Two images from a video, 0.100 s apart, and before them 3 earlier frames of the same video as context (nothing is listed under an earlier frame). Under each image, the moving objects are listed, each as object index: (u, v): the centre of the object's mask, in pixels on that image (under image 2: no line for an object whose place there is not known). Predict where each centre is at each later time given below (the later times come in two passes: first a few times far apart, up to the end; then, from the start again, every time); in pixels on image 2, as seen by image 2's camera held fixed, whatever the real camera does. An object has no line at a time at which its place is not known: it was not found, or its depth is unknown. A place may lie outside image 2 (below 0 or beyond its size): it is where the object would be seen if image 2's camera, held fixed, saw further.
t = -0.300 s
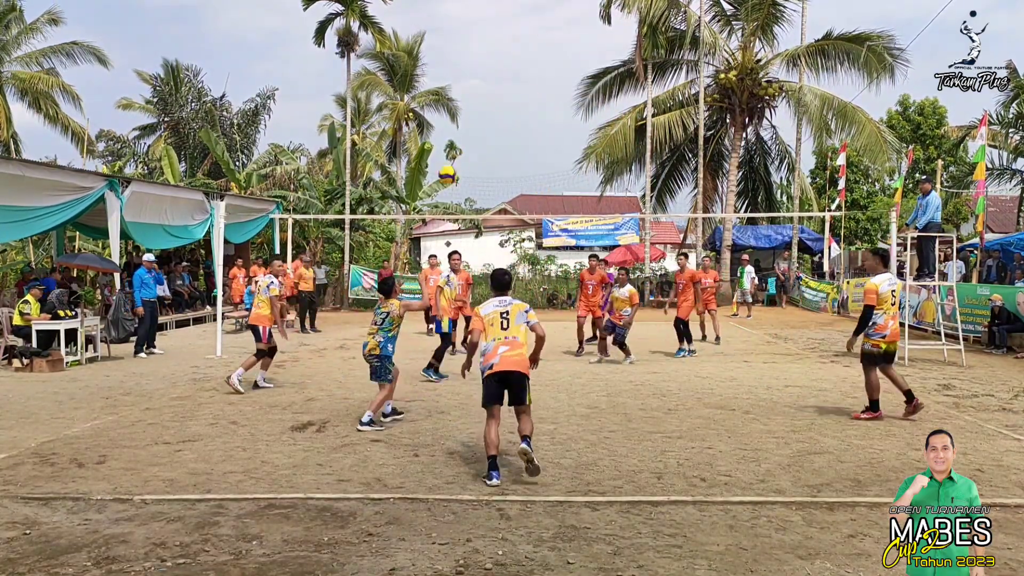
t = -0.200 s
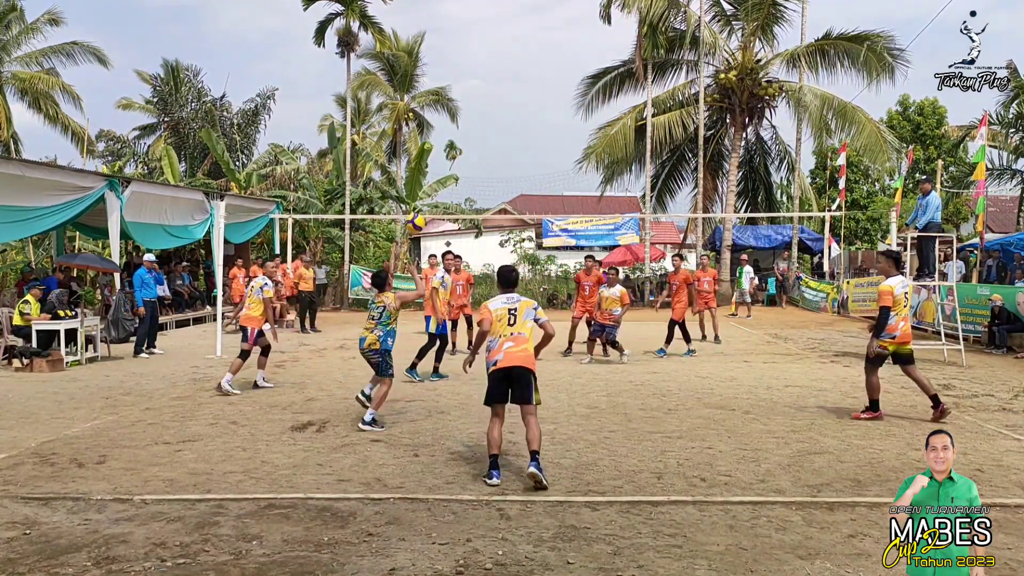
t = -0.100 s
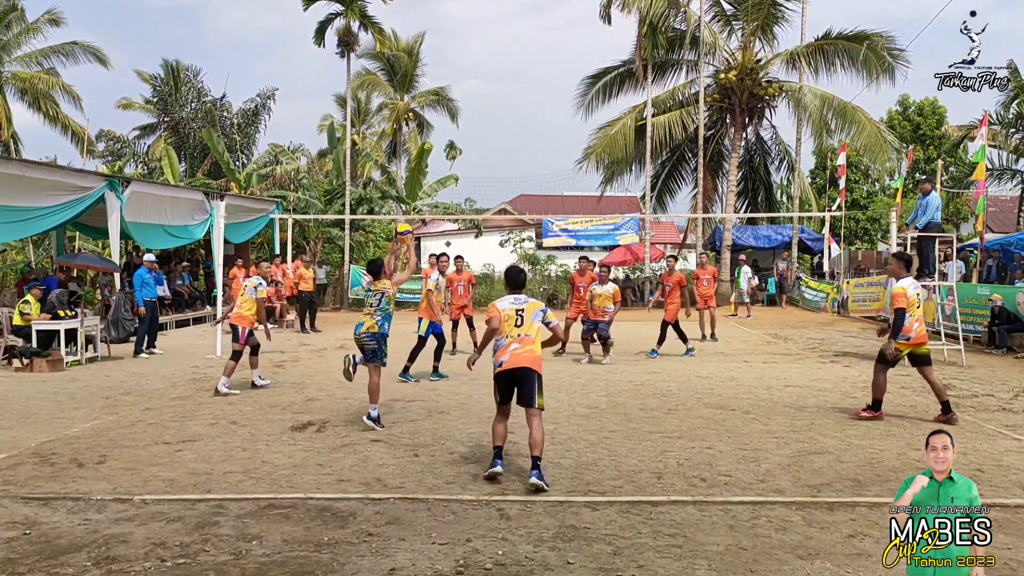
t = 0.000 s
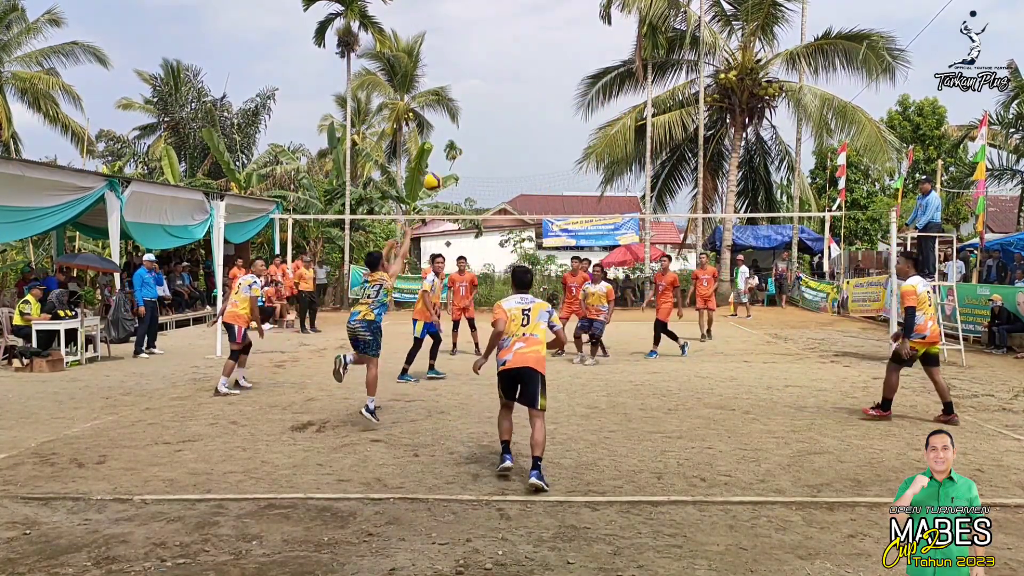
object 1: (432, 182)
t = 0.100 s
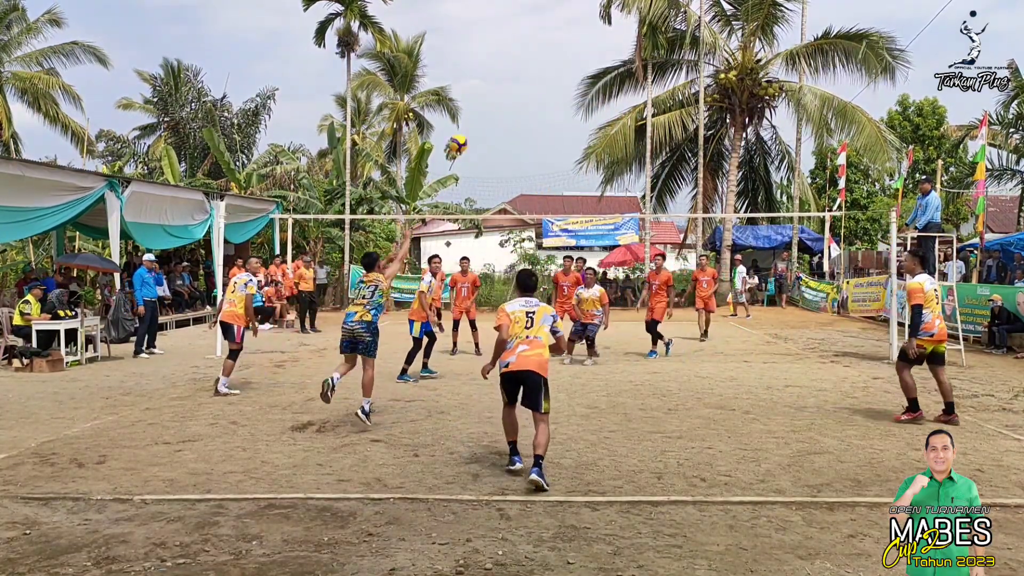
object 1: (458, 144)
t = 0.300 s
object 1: (503, 99)
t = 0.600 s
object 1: (555, 99)
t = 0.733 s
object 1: (573, 119)
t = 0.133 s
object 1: (466, 133)
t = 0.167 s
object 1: (474, 124)
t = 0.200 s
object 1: (482, 116)
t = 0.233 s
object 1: (489, 110)
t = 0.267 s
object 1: (496, 104)
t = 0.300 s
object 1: (503, 99)
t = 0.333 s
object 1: (510, 96)
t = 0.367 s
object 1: (516, 94)
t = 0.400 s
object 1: (522, 91)
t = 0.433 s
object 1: (528, 91)
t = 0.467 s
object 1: (533, 91)
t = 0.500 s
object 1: (539, 91)
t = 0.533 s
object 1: (544, 93)
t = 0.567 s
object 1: (550, 96)
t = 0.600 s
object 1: (555, 99)
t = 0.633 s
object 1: (560, 103)
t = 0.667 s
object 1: (565, 108)
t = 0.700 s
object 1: (569, 113)
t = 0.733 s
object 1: (573, 119)
